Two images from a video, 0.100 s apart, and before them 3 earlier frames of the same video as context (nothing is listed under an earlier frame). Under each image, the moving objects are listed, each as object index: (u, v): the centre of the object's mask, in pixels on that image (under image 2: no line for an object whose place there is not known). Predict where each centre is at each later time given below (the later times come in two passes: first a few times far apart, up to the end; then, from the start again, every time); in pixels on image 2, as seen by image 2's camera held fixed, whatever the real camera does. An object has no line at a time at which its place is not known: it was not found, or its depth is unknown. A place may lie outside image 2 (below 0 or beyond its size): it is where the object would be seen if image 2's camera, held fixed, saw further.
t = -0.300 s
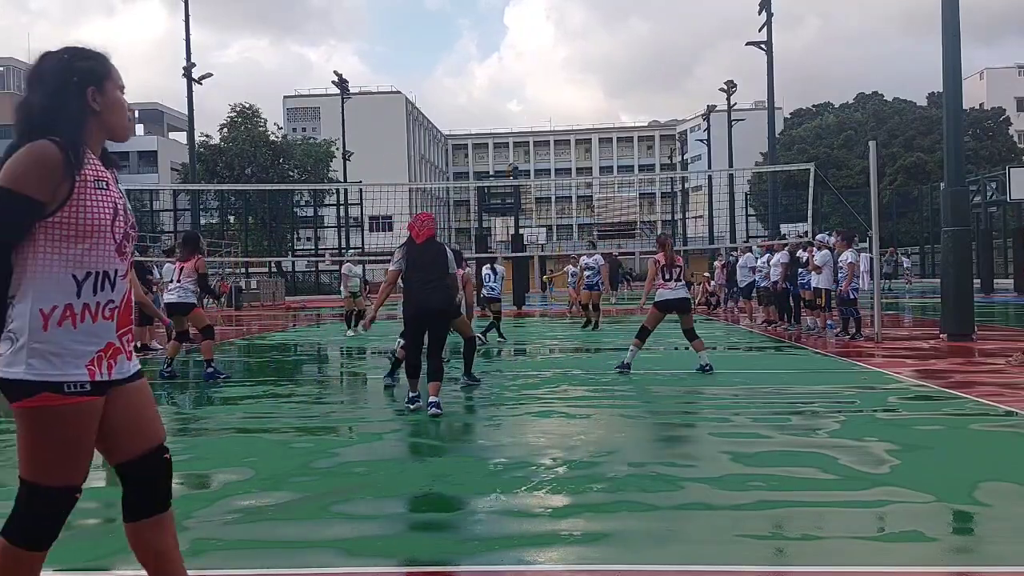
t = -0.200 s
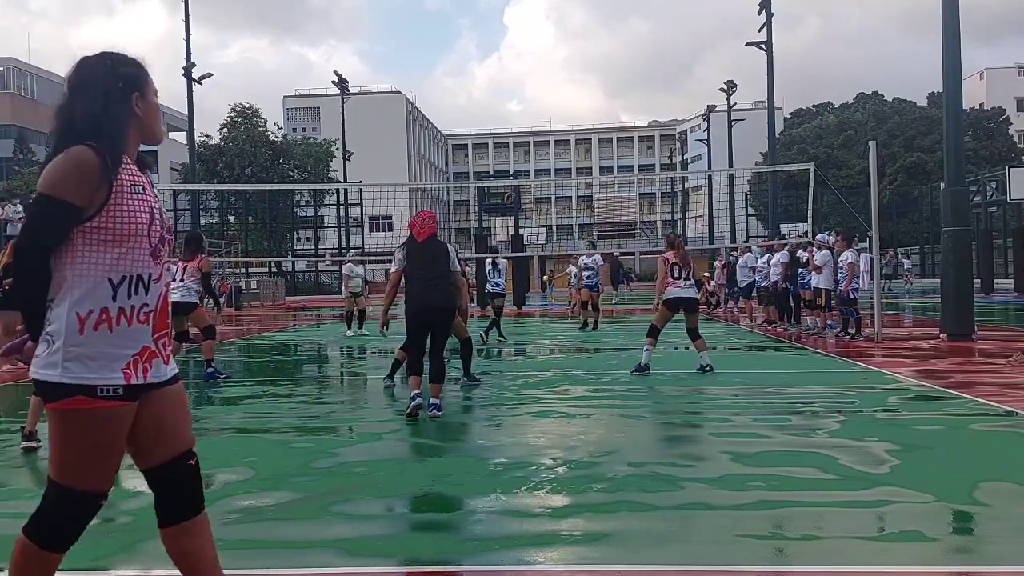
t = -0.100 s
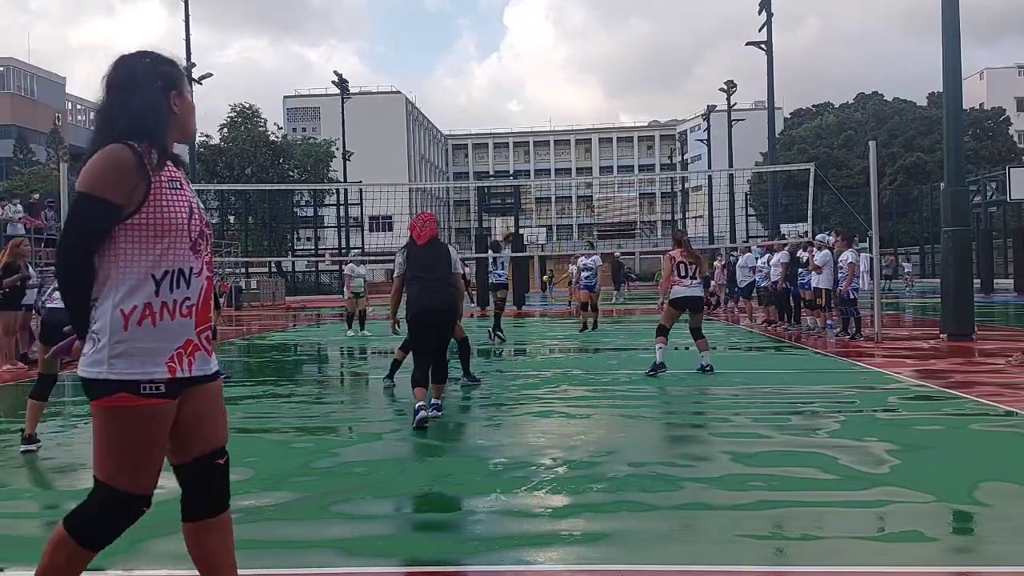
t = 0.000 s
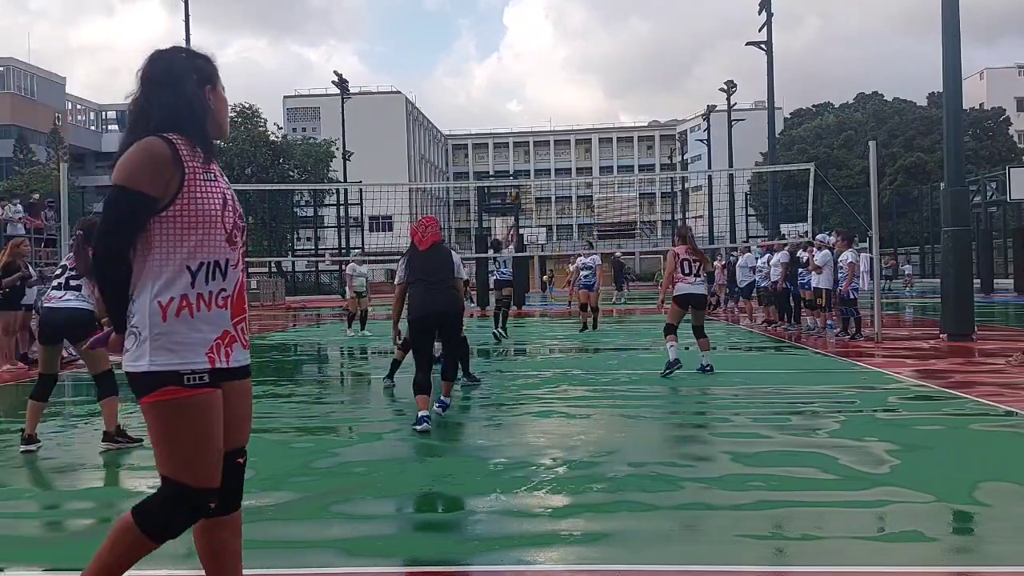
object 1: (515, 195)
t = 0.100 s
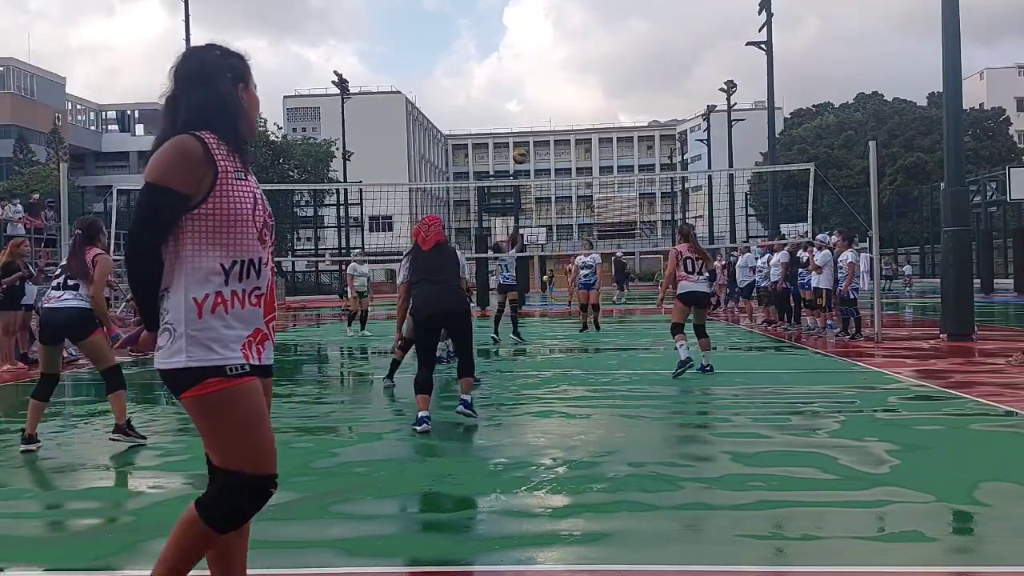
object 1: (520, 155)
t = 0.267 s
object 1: (531, 99)
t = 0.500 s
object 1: (552, 44)
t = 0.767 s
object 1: (585, 34)
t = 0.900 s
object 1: (609, 62)
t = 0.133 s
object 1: (521, 145)
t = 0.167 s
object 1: (524, 133)
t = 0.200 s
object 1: (526, 121)
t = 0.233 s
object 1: (529, 110)
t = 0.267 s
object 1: (531, 99)
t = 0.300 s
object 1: (534, 89)
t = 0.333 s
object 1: (537, 80)
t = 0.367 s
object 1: (539, 72)
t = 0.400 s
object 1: (542, 64)
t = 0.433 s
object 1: (545, 56)
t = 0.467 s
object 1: (549, 50)
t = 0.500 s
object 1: (552, 44)
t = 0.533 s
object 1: (556, 39)
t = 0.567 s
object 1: (559, 35)
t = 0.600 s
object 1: (563, 32)
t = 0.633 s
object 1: (567, 30)
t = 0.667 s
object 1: (571, 29)
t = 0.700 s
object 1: (576, 29)
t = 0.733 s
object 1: (581, 31)
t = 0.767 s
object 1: (585, 34)
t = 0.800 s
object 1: (591, 38)
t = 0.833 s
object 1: (596, 44)
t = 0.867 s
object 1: (602, 52)
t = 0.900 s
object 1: (609, 62)
